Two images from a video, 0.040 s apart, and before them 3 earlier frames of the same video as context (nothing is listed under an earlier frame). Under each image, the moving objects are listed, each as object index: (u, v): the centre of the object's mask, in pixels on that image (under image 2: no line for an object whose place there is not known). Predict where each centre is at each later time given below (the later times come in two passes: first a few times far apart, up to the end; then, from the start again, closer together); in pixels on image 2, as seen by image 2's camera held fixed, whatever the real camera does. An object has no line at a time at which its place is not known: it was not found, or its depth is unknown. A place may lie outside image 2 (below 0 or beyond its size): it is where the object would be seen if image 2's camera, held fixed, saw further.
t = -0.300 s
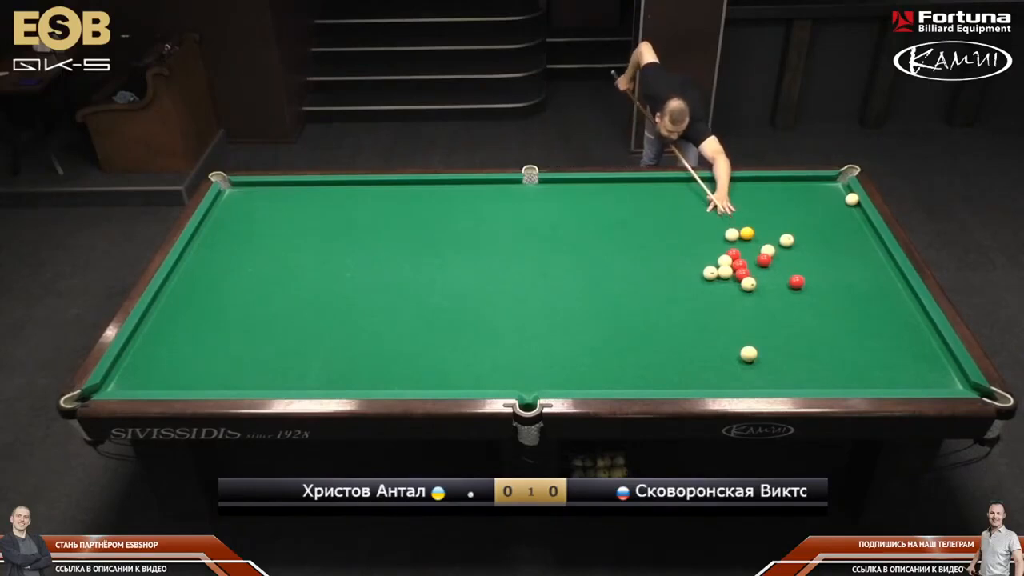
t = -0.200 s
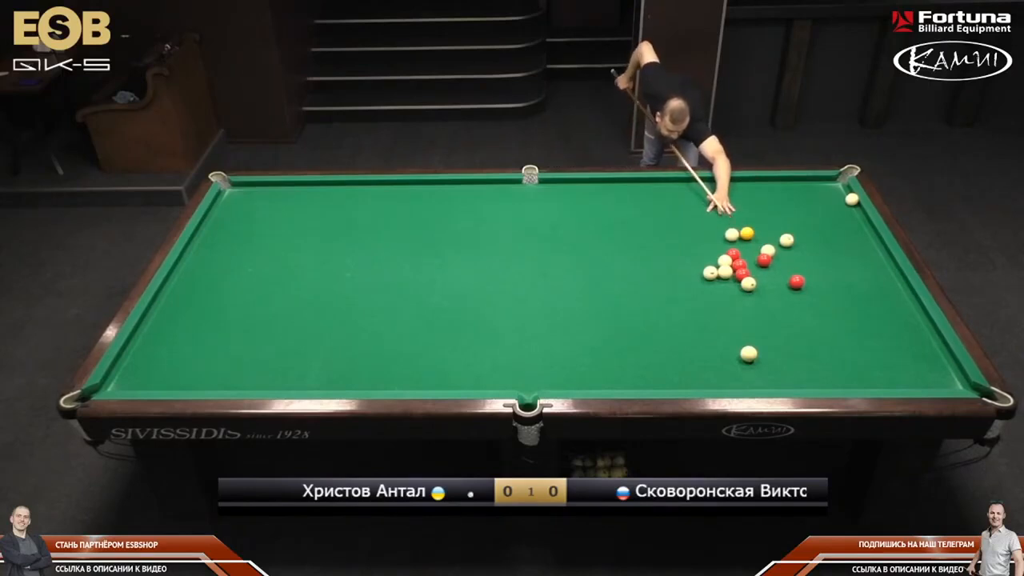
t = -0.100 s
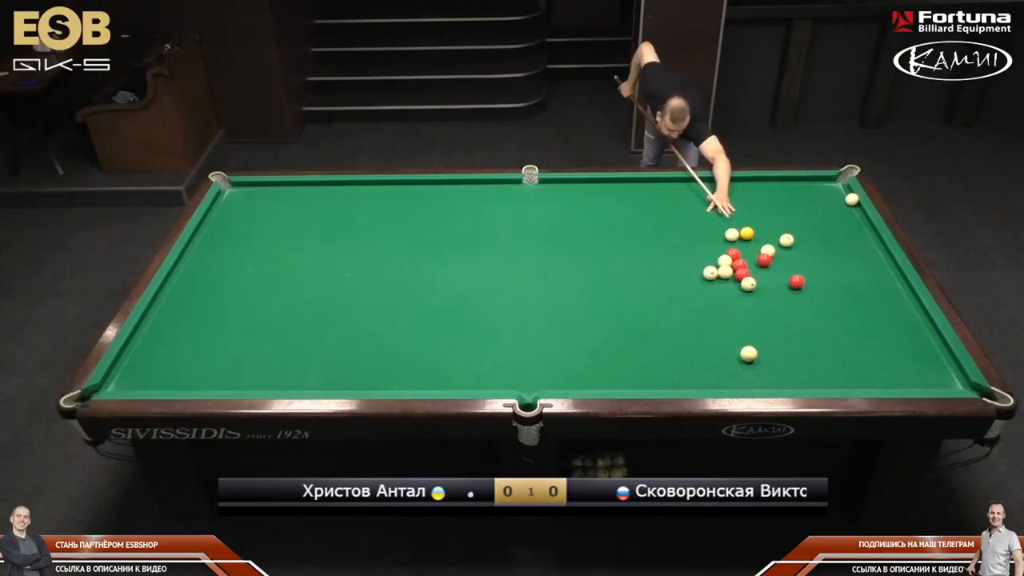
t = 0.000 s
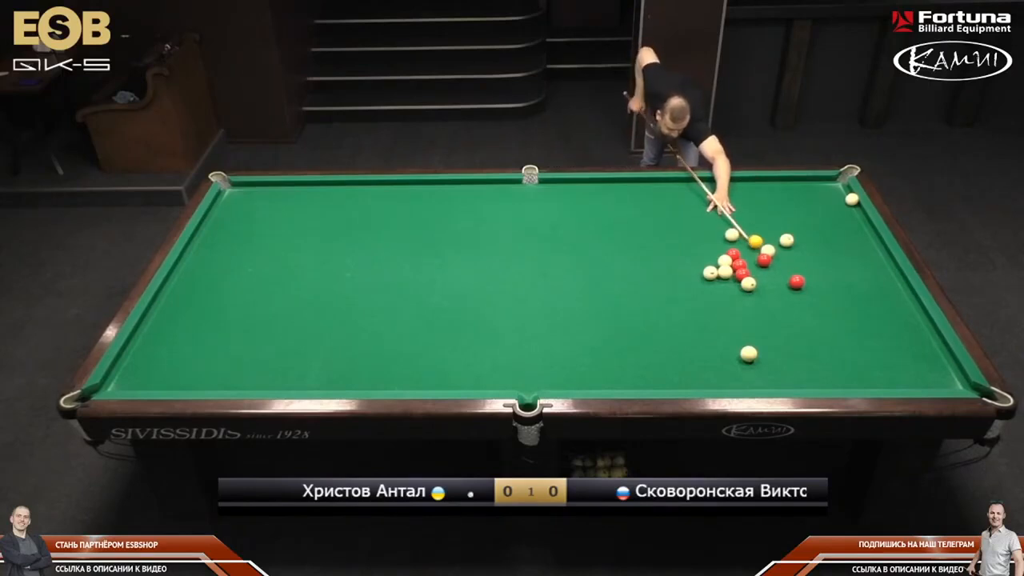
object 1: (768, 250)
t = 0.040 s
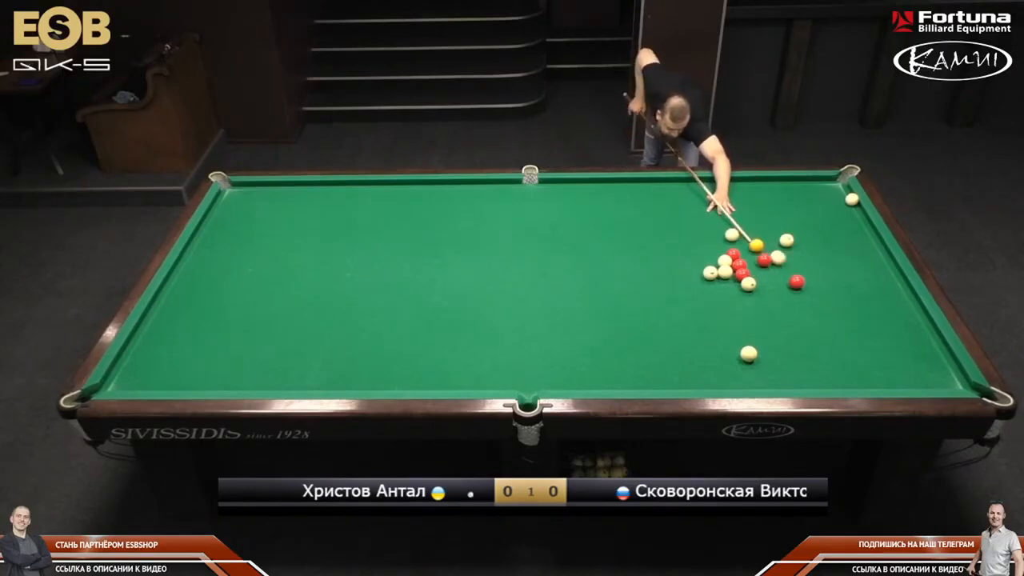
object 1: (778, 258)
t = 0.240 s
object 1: (846, 303)
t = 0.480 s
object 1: (926, 357)
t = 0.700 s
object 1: (956, 371)
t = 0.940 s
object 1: (938, 346)
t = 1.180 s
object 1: (923, 323)
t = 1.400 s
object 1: (911, 305)
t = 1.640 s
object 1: (898, 286)
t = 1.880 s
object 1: (887, 268)
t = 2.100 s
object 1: (877, 254)
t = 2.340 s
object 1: (867, 239)
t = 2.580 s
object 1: (859, 226)
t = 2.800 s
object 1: (851, 214)
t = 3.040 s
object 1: (842, 203)
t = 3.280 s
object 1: (831, 195)
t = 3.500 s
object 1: (820, 188)
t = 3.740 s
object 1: (809, 181)
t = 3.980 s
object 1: (805, 182)
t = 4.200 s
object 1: (804, 186)
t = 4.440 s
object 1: (802, 189)
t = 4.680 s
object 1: (801, 193)
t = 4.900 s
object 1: (800, 195)
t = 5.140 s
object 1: (799, 198)
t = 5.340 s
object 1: (798, 200)
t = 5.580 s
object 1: (798, 202)
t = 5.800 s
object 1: (797, 203)
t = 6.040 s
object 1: (797, 204)
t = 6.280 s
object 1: (797, 205)
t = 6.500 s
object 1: (798, 206)
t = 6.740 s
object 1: (798, 206)
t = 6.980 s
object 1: (798, 206)
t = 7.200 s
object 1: (798, 206)
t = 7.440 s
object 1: (798, 206)
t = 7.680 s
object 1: (798, 206)
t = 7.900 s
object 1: (798, 206)
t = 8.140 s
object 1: (798, 206)
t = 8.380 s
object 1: (798, 206)
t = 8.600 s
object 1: (798, 206)
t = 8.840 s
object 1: (798, 206)
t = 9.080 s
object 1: (798, 206)
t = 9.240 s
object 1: (798, 206)
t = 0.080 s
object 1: (791, 267)
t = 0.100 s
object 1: (799, 270)
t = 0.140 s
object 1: (813, 281)
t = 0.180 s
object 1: (826, 290)
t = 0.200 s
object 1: (832, 294)
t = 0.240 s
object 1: (846, 303)
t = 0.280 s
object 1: (858, 312)
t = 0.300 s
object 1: (865, 316)
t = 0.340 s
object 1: (878, 325)
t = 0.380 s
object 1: (891, 334)
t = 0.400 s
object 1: (898, 338)
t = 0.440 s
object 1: (912, 348)
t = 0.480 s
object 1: (926, 357)
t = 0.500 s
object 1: (934, 362)
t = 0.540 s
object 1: (949, 372)
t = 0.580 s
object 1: (964, 381)
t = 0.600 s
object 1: (964, 384)
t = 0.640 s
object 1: (961, 380)
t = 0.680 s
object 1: (957, 374)
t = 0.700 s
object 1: (956, 371)
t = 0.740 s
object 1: (952, 367)
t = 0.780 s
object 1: (949, 362)
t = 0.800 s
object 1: (948, 361)
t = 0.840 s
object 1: (945, 356)
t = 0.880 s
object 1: (942, 352)
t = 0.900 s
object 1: (941, 350)
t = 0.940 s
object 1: (938, 346)
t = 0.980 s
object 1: (936, 342)
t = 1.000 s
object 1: (935, 340)
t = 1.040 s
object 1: (932, 337)
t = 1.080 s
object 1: (929, 332)
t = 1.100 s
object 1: (928, 331)
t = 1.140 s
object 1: (926, 327)
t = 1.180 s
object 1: (923, 323)
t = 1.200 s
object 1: (922, 322)
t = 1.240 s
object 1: (920, 318)
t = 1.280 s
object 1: (917, 315)
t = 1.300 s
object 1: (916, 313)
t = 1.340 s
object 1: (914, 309)
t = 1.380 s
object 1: (912, 306)
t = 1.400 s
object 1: (911, 305)
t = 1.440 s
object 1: (908, 301)
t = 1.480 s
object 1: (906, 298)
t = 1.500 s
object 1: (905, 296)
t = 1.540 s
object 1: (903, 293)
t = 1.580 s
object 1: (901, 290)
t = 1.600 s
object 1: (900, 289)
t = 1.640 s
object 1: (898, 286)
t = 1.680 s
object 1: (896, 283)
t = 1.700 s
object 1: (895, 281)
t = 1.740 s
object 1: (893, 278)
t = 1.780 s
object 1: (891, 275)
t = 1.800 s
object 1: (890, 274)
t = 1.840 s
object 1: (888, 271)
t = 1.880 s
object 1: (887, 268)
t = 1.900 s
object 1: (886, 267)
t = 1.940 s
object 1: (884, 264)
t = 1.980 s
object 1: (882, 262)
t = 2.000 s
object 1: (881, 260)
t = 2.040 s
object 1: (880, 258)
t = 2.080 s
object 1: (878, 255)
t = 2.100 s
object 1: (877, 254)
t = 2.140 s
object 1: (875, 251)
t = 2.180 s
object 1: (874, 249)
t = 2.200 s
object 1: (873, 248)
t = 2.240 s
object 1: (871, 245)
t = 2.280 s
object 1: (870, 243)
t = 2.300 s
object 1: (869, 242)
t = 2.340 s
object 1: (867, 239)
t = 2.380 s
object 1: (866, 237)
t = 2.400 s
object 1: (865, 236)
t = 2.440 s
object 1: (863, 234)
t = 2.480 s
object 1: (862, 231)
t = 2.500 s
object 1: (861, 230)
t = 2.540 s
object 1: (860, 228)
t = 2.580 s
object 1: (859, 226)
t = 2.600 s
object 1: (858, 225)
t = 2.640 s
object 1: (856, 223)
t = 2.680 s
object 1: (855, 221)
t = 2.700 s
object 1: (854, 220)
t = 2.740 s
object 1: (853, 217)
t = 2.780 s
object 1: (851, 215)
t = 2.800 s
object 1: (851, 214)
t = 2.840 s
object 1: (849, 212)
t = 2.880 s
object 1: (848, 211)
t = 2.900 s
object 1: (847, 210)
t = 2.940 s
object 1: (846, 208)
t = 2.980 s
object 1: (845, 206)
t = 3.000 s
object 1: (844, 205)
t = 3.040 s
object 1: (842, 203)
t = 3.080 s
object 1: (841, 202)
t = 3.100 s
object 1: (840, 201)
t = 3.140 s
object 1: (838, 199)
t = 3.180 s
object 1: (836, 198)
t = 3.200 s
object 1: (835, 197)
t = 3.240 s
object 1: (833, 196)
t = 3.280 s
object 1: (831, 195)
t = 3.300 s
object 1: (830, 194)
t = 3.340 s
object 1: (828, 193)
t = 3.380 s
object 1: (826, 192)
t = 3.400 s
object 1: (825, 191)
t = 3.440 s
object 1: (823, 190)
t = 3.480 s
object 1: (821, 188)
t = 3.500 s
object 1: (820, 188)
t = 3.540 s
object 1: (818, 186)
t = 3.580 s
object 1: (816, 185)
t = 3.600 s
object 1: (815, 185)
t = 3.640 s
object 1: (813, 184)
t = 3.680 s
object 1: (811, 182)
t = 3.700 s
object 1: (811, 182)
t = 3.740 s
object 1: (809, 181)
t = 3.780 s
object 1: (807, 180)
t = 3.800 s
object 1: (806, 180)
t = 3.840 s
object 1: (806, 180)
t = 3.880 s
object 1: (806, 181)
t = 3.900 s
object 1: (806, 181)
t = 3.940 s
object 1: (806, 182)
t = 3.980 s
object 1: (805, 182)
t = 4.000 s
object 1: (805, 183)
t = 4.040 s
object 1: (805, 183)
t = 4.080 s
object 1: (805, 184)
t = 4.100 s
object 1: (804, 184)
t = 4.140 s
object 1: (804, 185)
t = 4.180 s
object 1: (804, 185)
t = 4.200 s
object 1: (804, 186)
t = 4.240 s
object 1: (804, 186)
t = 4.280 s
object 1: (803, 187)
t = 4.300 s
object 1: (803, 187)
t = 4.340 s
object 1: (803, 188)
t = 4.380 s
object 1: (803, 188)
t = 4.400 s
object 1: (803, 189)
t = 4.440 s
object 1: (802, 189)
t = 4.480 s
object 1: (802, 190)
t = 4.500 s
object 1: (802, 190)
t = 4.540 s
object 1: (802, 191)
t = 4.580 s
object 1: (802, 191)
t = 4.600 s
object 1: (802, 192)
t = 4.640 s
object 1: (801, 192)
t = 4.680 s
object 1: (801, 193)
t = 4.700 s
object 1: (801, 193)
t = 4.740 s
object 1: (801, 193)
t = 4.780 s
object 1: (800, 194)
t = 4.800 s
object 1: (800, 194)
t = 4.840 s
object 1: (800, 195)
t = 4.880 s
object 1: (800, 195)
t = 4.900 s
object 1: (800, 195)
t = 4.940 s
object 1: (800, 196)
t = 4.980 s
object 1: (800, 196)
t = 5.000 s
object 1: (800, 196)
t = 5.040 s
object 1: (799, 197)
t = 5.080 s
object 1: (799, 197)
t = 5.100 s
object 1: (799, 197)
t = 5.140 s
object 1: (799, 198)
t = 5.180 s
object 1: (799, 198)
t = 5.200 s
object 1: (799, 198)
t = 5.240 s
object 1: (799, 198)
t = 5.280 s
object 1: (798, 199)
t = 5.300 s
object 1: (798, 199)
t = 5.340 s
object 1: (798, 200)
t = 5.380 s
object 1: (798, 200)
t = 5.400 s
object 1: (798, 200)
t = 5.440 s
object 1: (798, 200)
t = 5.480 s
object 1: (798, 201)
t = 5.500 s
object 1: (798, 201)
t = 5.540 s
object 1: (798, 201)
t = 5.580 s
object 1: (798, 202)
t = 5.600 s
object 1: (798, 202)
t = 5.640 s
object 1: (798, 202)
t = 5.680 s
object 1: (798, 202)
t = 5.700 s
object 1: (798, 202)
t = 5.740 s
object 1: (798, 203)
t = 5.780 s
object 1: (798, 203)
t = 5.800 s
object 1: (797, 203)
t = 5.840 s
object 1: (797, 203)
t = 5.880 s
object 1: (797, 203)
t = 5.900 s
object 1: (797, 203)
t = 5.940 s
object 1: (797, 204)
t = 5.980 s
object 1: (797, 204)
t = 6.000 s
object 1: (797, 204)
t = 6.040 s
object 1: (797, 204)
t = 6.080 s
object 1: (797, 204)
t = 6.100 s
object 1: (797, 204)
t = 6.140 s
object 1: (797, 205)
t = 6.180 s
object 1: (797, 205)
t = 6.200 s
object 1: (797, 205)
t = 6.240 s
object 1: (797, 205)
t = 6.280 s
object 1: (797, 205)
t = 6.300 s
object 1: (797, 205)
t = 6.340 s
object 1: (797, 205)
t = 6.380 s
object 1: (797, 205)
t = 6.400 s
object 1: (797, 206)
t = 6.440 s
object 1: (798, 206)
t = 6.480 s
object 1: (798, 206)
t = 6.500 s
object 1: (798, 206)
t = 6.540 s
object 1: (798, 206)
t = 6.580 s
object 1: (798, 206)
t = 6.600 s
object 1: (798, 206)
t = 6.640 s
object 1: (798, 206)
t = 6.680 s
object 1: (798, 206)
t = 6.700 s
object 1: (798, 206)
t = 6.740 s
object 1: (798, 206)
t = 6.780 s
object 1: (798, 206)
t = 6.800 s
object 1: (798, 206)
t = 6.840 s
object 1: (798, 206)
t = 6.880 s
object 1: (798, 206)
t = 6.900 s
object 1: (798, 206)
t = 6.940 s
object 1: (798, 206)
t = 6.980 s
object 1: (798, 206)
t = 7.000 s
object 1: (798, 206)
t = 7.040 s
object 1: (798, 206)
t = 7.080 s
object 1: (798, 206)
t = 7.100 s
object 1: (798, 206)
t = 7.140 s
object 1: (798, 206)
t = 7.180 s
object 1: (798, 206)
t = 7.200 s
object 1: (798, 206)
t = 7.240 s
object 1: (798, 206)
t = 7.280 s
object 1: (798, 206)
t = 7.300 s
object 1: (798, 206)
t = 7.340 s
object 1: (798, 206)
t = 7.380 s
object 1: (798, 206)
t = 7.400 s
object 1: (798, 206)
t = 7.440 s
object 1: (798, 206)
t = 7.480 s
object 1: (798, 206)
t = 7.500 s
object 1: (798, 206)
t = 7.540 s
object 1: (798, 206)
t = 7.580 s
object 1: (798, 206)
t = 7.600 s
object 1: (798, 206)
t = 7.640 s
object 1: (798, 206)
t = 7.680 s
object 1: (798, 206)
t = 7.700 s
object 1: (798, 206)
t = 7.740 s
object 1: (798, 206)
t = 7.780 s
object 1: (798, 206)
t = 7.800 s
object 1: (798, 206)
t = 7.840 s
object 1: (798, 206)
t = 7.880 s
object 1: (798, 206)
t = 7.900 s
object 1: (798, 206)
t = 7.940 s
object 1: (798, 206)
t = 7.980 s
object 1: (798, 206)
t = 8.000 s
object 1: (798, 206)
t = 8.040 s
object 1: (798, 206)
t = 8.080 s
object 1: (798, 206)
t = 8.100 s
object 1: (798, 206)
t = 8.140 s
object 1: (798, 206)
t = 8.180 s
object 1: (798, 206)
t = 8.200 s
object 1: (798, 206)
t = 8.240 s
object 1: (798, 206)
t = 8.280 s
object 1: (798, 206)
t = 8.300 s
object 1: (798, 206)
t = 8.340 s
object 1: (798, 206)
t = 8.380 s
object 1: (798, 206)
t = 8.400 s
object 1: (798, 206)
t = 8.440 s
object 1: (798, 206)
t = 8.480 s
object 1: (798, 206)
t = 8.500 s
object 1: (798, 206)
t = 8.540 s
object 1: (798, 206)
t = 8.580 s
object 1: (798, 206)
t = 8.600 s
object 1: (798, 206)
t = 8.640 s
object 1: (798, 206)
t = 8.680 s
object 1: (798, 206)
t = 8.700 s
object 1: (798, 206)
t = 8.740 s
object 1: (798, 206)
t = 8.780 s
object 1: (798, 206)
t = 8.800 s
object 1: (798, 206)
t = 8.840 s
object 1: (798, 206)
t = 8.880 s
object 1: (798, 206)
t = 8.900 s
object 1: (798, 206)
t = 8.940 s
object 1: (798, 206)
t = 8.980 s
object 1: (798, 206)
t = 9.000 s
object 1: (798, 206)
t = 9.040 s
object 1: (798, 206)
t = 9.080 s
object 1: (798, 206)
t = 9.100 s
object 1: (798, 206)
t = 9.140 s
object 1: (798, 206)
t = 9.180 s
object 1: (798, 206)
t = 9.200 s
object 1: (798, 206)
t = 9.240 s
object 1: (798, 206)
